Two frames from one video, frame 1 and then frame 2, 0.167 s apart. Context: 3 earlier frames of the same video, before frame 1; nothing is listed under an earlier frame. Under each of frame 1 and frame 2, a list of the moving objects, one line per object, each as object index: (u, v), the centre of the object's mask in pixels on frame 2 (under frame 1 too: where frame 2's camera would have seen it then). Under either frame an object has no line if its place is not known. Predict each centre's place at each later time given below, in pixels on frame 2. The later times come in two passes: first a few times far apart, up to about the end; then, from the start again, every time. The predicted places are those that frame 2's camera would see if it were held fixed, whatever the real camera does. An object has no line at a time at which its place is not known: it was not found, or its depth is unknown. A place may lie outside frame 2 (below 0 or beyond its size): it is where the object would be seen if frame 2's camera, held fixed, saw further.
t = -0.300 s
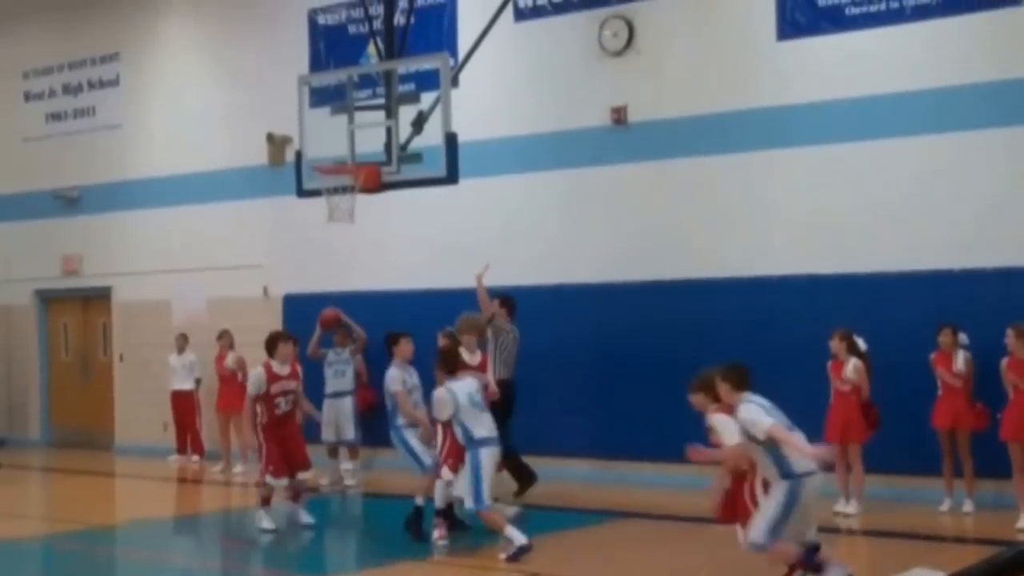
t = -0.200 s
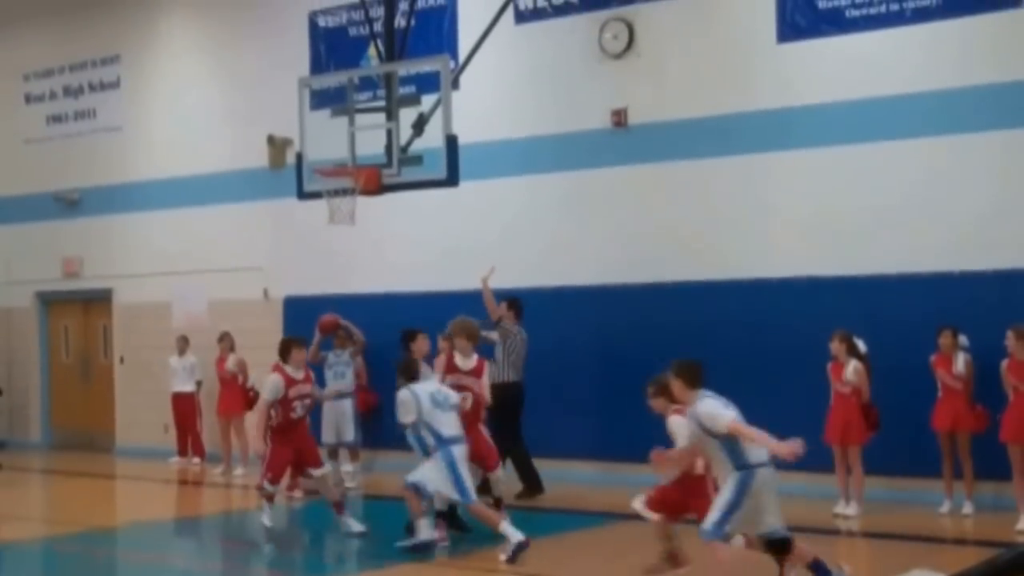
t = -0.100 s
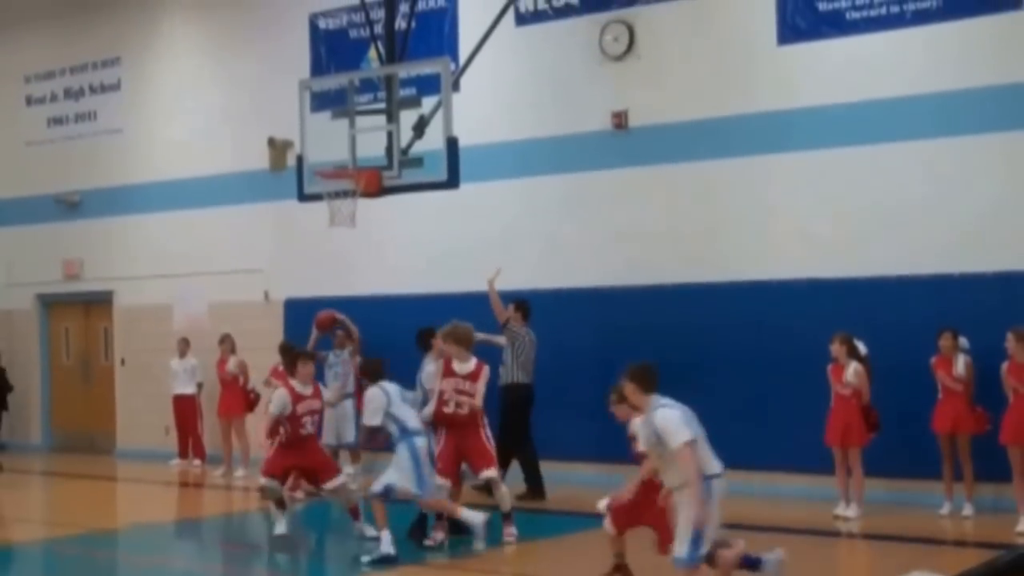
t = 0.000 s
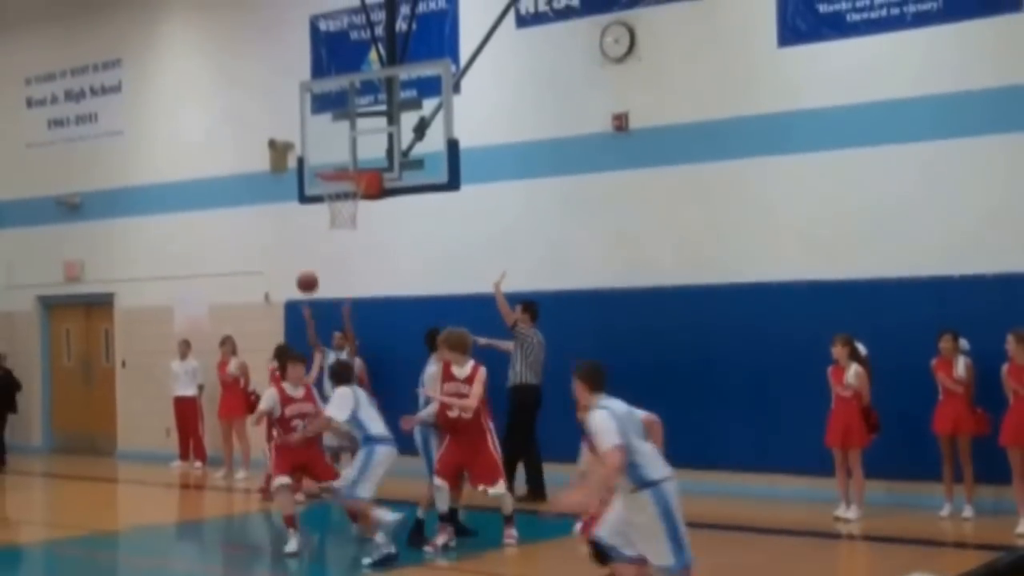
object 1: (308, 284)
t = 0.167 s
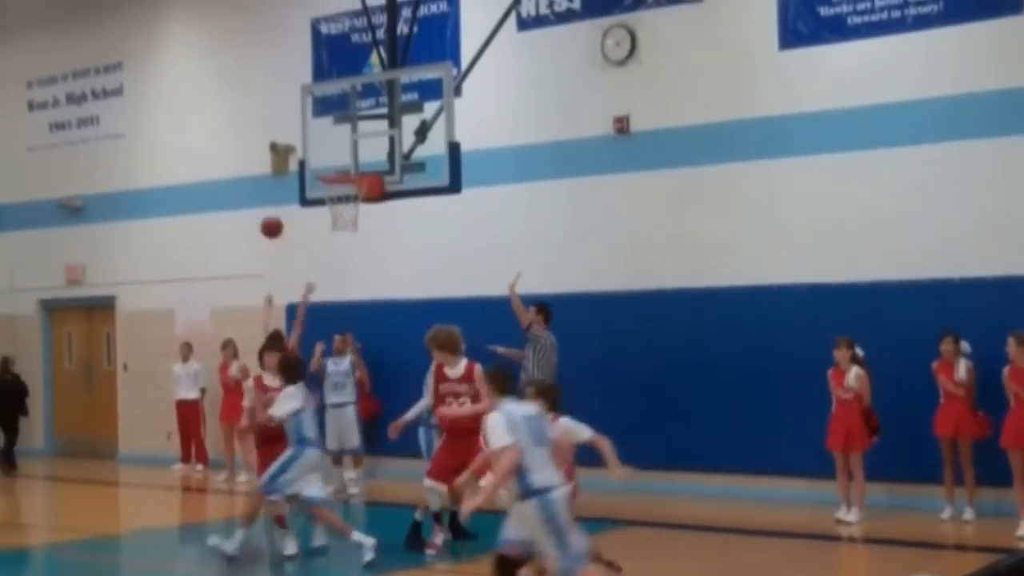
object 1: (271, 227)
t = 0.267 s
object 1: (248, 204)
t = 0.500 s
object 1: (191, 186)
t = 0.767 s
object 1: (121, 239)
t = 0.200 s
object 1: (264, 218)
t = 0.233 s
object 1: (256, 210)
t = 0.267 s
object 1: (248, 204)
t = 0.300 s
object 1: (241, 199)
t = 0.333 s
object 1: (233, 193)
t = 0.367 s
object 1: (225, 190)
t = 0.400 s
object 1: (217, 187)
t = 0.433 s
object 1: (209, 185)
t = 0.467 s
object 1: (200, 185)
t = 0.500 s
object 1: (191, 186)
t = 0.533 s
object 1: (183, 188)
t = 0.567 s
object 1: (174, 191)
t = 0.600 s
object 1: (166, 196)
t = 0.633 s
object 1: (157, 201)
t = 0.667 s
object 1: (148, 209)
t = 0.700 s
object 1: (139, 217)
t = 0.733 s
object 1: (130, 227)
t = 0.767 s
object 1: (121, 239)
